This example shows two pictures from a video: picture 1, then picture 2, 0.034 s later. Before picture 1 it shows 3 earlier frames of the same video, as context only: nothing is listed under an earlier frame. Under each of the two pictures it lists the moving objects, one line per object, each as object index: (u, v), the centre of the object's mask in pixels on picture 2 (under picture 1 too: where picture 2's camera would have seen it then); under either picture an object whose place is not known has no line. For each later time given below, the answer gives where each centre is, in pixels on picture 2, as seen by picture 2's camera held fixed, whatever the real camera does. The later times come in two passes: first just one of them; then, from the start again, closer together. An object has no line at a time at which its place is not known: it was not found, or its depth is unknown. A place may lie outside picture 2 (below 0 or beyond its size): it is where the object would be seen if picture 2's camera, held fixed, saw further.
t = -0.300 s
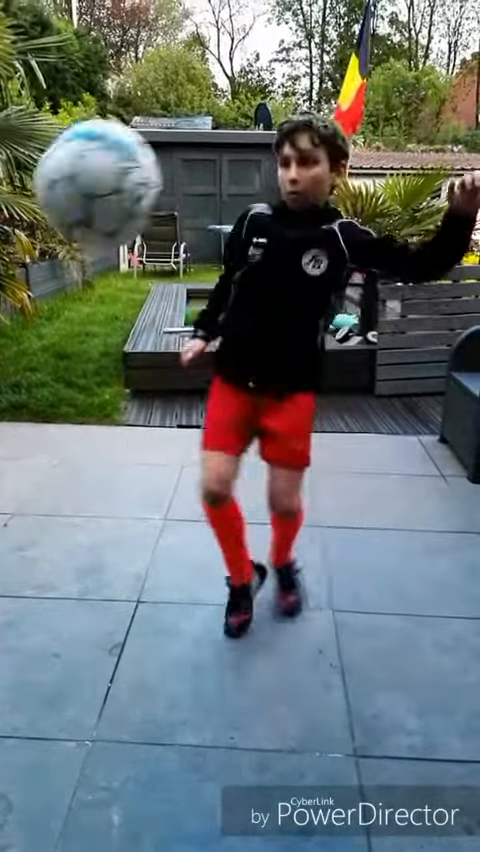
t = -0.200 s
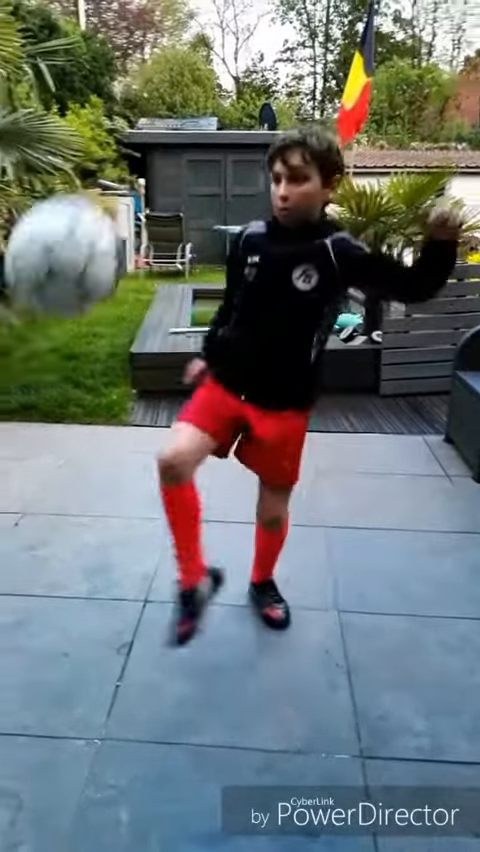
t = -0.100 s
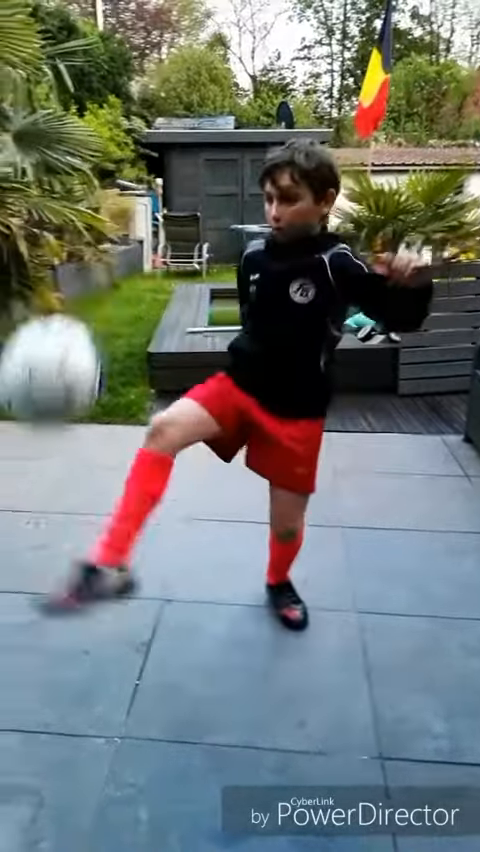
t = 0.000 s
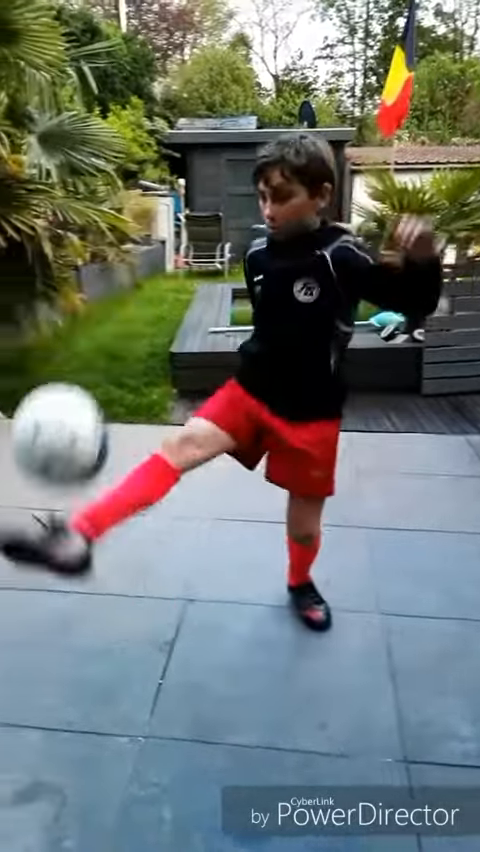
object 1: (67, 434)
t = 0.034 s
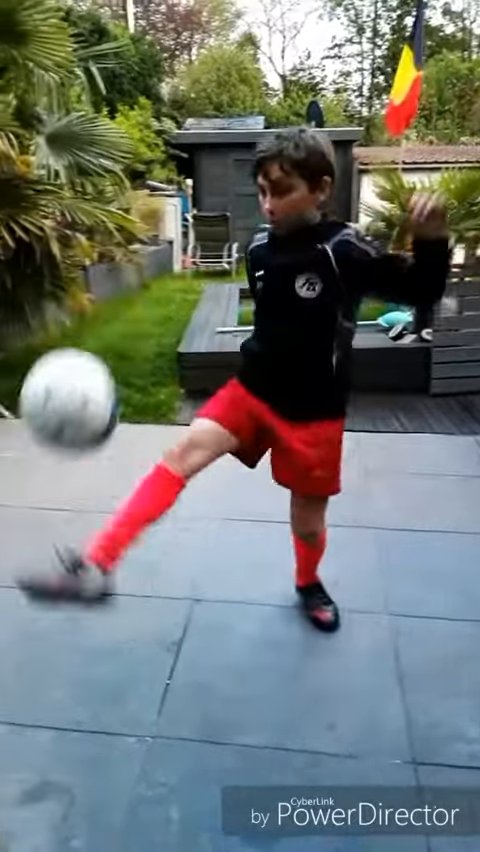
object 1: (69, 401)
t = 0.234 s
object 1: (93, 300)
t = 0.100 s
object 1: (75, 348)
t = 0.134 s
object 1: (79, 327)
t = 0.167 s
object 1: (84, 313)
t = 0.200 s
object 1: (89, 304)
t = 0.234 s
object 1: (93, 300)
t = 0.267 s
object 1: (96, 300)
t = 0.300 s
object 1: (100, 305)
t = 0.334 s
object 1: (106, 314)
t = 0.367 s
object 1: (111, 329)
